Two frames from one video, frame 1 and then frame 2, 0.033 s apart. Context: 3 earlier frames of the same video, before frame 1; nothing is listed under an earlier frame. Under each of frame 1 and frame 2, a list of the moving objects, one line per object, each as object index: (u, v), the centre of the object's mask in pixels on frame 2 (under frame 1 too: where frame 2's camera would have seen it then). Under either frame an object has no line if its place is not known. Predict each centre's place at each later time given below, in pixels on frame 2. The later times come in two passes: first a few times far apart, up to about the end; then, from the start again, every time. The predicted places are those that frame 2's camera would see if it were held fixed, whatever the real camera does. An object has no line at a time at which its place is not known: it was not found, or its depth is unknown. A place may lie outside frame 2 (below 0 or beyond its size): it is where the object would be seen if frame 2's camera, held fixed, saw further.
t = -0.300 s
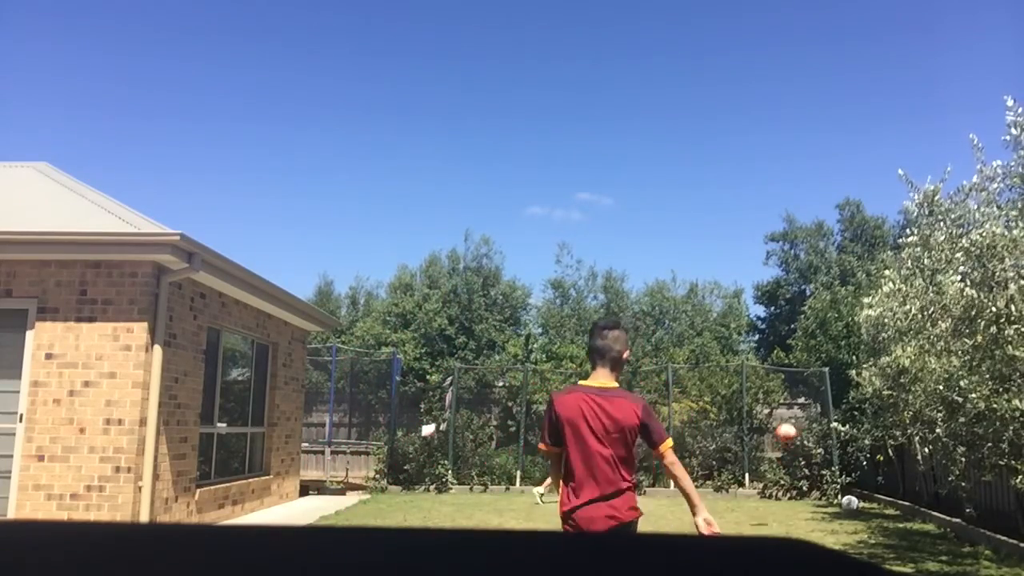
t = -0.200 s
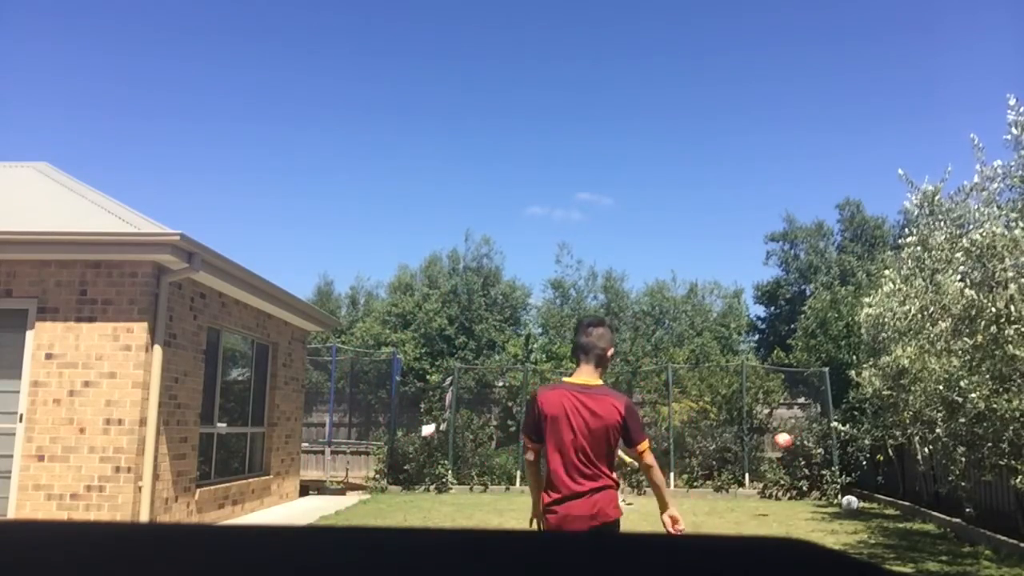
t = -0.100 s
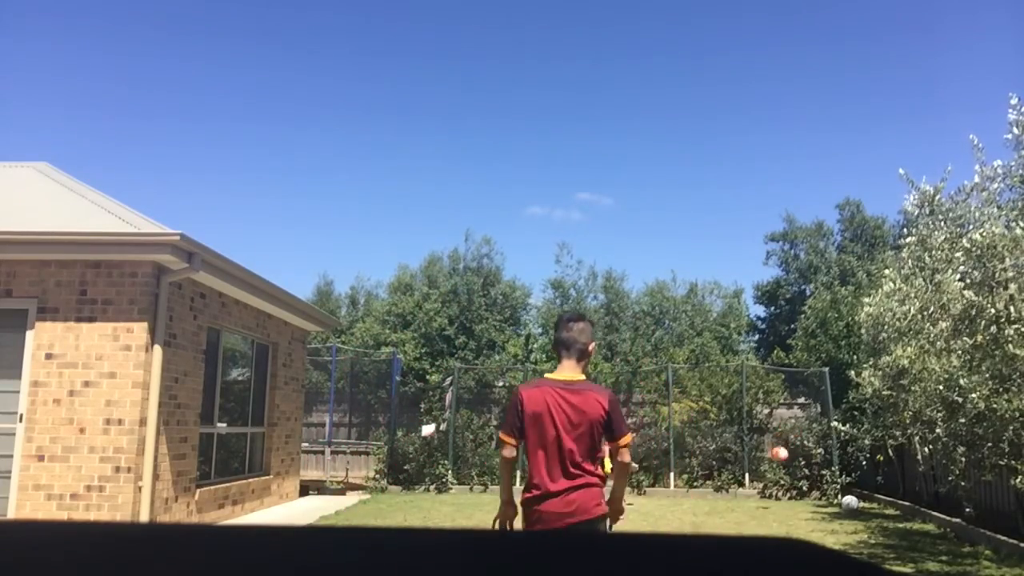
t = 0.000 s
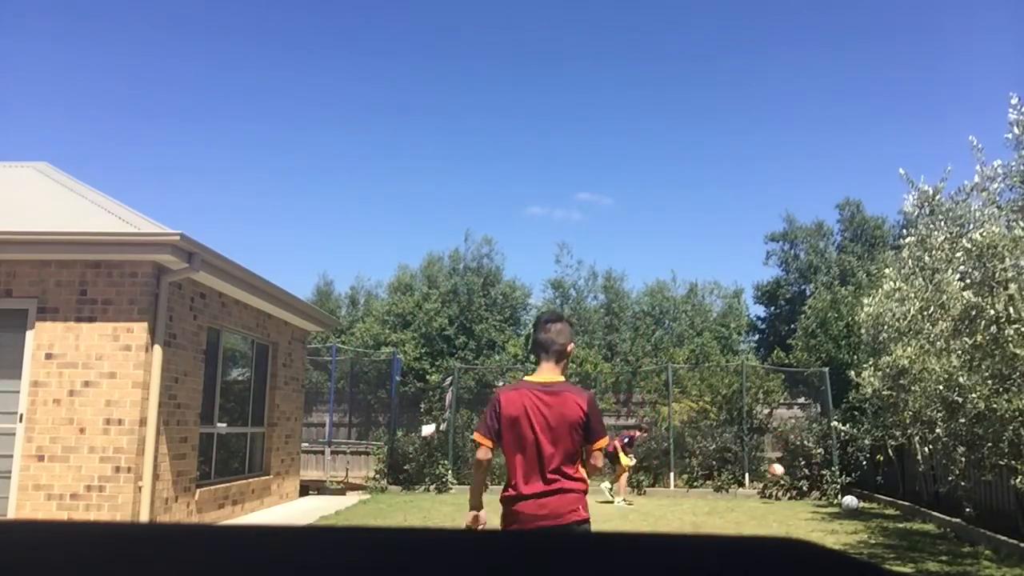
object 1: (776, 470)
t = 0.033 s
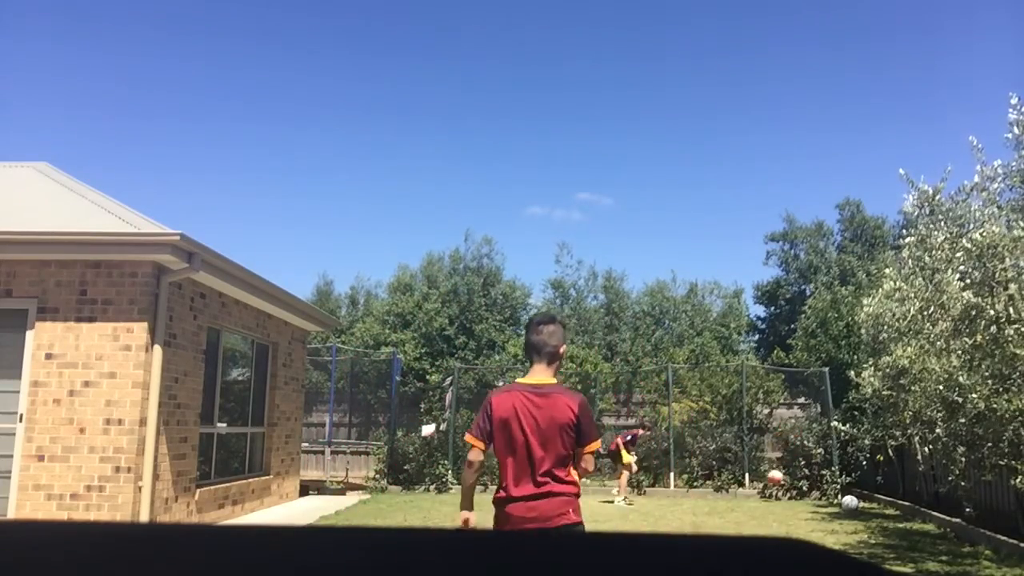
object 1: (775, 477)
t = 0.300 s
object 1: (786, 409)
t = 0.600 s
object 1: (809, 330)
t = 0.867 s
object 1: (836, 301)
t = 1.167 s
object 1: (879, 333)
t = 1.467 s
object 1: (938, 469)
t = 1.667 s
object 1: (974, 515)
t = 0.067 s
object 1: (774, 482)
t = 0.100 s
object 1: (774, 485)
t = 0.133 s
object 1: (775, 470)
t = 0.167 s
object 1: (777, 458)
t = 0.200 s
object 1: (779, 444)
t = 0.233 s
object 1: (782, 431)
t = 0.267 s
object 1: (783, 421)
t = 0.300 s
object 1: (786, 409)
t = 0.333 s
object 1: (788, 397)
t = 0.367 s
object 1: (790, 388)
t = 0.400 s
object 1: (792, 378)
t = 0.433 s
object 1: (795, 369)
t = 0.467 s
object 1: (798, 359)
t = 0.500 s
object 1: (800, 351)
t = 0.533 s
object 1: (802, 343)
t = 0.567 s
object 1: (806, 336)
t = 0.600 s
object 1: (809, 330)
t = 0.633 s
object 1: (811, 325)
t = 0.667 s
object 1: (815, 317)
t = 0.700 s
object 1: (818, 313)
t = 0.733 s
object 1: (821, 311)
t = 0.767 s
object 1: (824, 307)
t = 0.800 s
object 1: (828, 303)
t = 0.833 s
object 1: (832, 302)
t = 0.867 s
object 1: (836, 301)
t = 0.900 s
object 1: (839, 300)
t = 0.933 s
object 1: (842, 300)
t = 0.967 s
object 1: (848, 303)
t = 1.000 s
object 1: (853, 305)
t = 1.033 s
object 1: (857, 308)
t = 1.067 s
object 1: (863, 313)
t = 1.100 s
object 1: (868, 318)
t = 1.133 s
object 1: (872, 324)
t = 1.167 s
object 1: (879, 333)
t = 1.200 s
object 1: (884, 342)
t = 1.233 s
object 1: (889, 351)
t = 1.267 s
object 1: (896, 362)
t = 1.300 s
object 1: (903, 378)
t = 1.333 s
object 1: (908, 392)
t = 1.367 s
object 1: (914, 407)
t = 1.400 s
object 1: (922, 425)
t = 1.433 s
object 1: (930, 449)
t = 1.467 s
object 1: (938, 469)
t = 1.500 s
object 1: (947, 493)
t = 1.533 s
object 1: (956, 520)
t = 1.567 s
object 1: (965, 549)
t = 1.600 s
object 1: (970, 551)
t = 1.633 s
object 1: (972, 533)
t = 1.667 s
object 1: (974, 515)
